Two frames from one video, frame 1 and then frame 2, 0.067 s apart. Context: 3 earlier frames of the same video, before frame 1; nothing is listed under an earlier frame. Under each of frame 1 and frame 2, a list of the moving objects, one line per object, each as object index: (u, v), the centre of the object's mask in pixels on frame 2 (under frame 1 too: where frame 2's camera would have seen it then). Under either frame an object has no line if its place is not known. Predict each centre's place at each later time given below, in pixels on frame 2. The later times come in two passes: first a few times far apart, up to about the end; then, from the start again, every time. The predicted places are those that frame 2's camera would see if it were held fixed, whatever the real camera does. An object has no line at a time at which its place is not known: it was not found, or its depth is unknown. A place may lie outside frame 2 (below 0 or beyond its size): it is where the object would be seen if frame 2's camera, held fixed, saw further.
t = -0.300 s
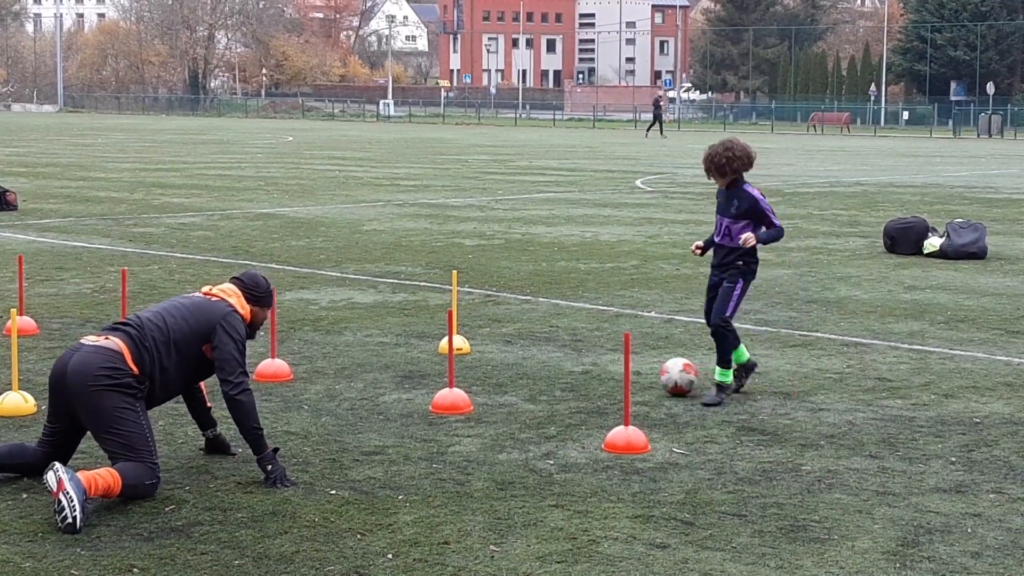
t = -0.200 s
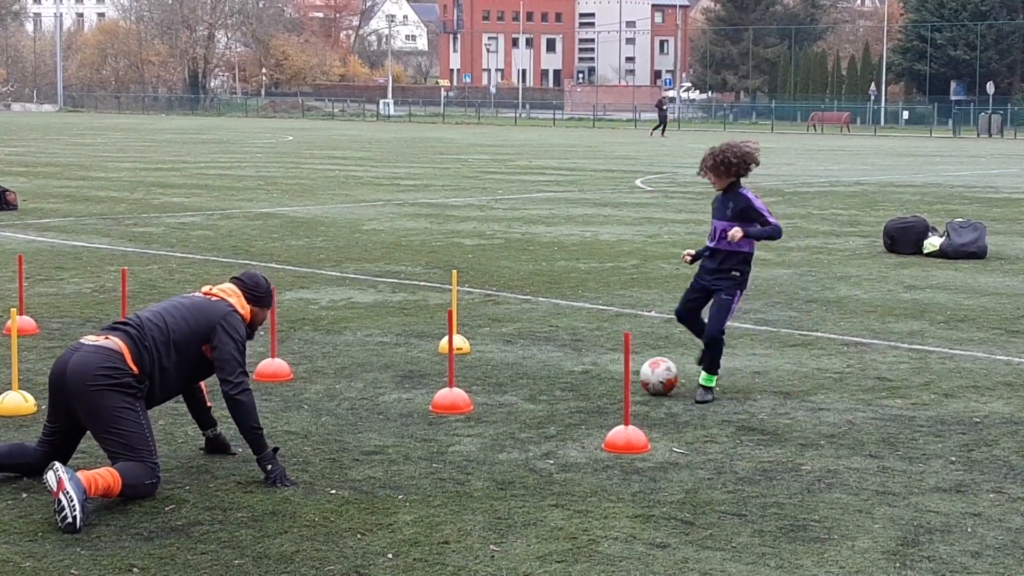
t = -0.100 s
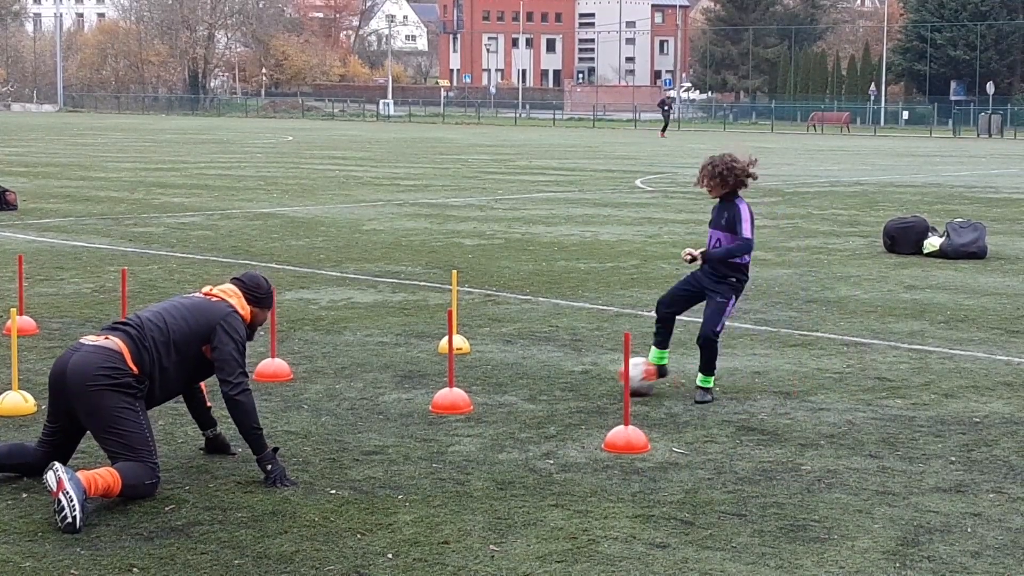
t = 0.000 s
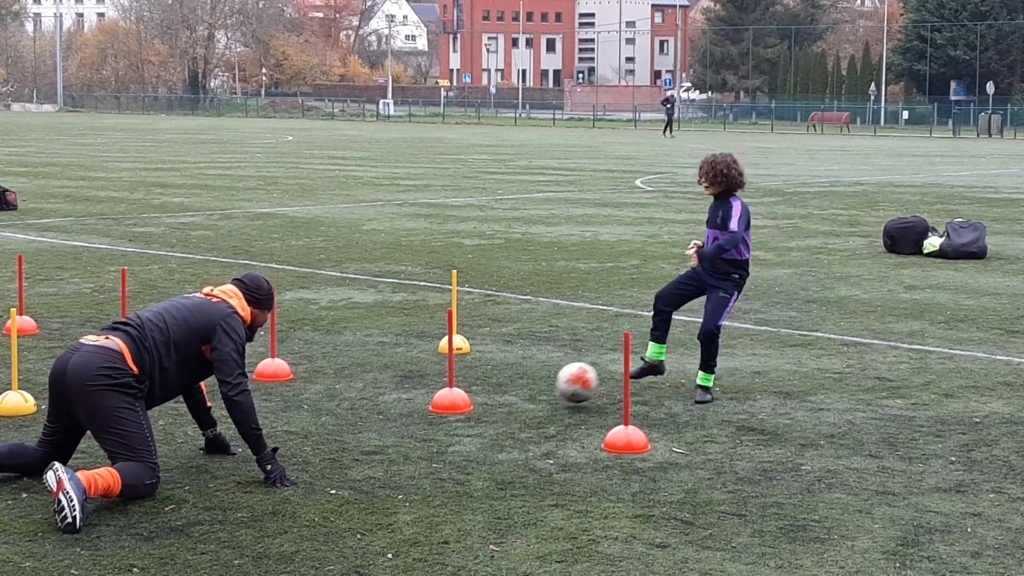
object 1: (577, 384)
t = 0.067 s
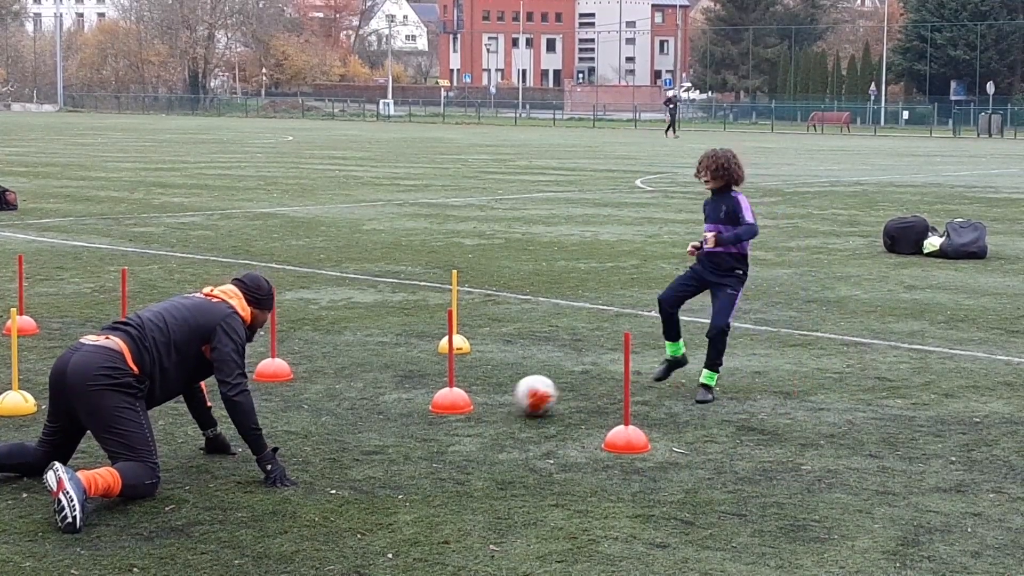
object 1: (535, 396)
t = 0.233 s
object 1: (433, 415)
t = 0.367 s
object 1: (355, 428)
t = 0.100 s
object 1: (515, 398)
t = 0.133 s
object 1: (495, 402)
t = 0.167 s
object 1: (475, 408)
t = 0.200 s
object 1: (455, 412)
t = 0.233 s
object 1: (433, 415)
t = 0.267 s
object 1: (415, 418)
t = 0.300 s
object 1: (395, 421)
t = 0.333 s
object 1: (375, 426)
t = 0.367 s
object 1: (355, 428)
